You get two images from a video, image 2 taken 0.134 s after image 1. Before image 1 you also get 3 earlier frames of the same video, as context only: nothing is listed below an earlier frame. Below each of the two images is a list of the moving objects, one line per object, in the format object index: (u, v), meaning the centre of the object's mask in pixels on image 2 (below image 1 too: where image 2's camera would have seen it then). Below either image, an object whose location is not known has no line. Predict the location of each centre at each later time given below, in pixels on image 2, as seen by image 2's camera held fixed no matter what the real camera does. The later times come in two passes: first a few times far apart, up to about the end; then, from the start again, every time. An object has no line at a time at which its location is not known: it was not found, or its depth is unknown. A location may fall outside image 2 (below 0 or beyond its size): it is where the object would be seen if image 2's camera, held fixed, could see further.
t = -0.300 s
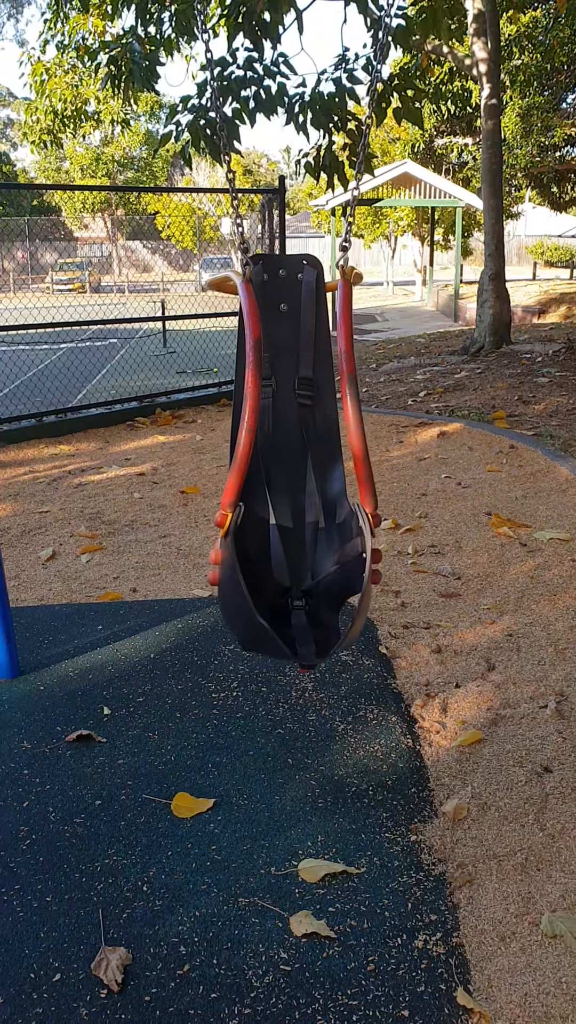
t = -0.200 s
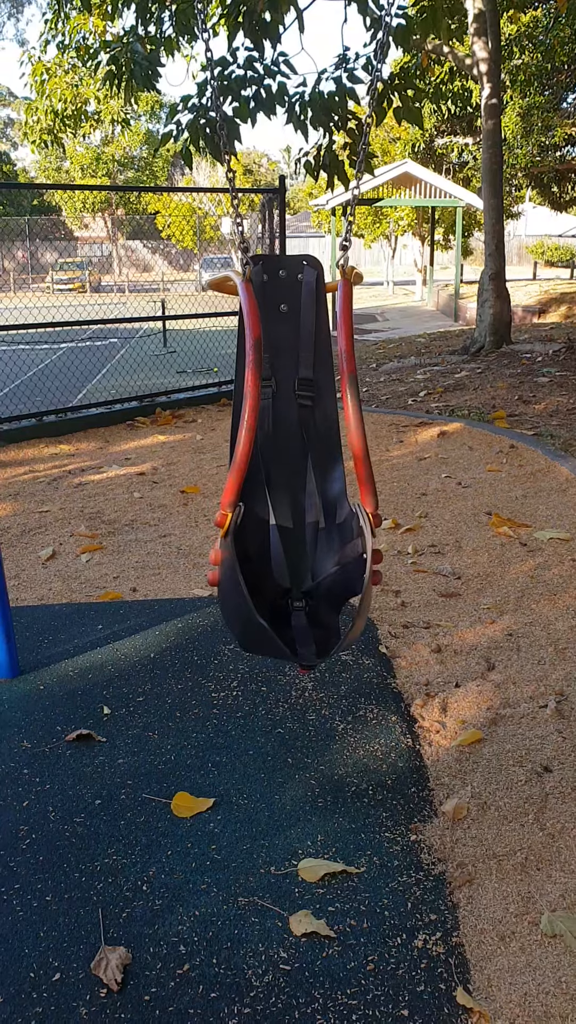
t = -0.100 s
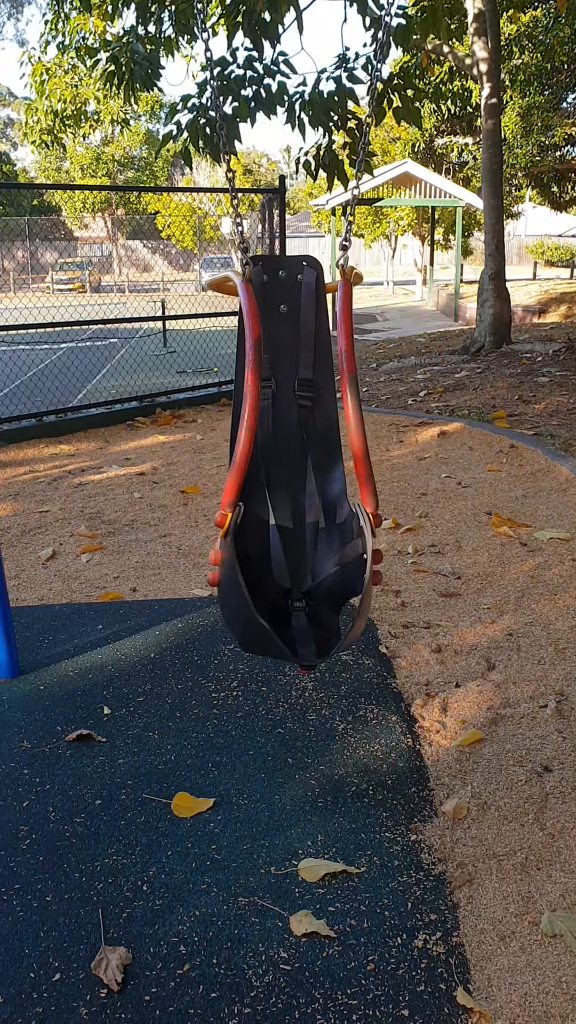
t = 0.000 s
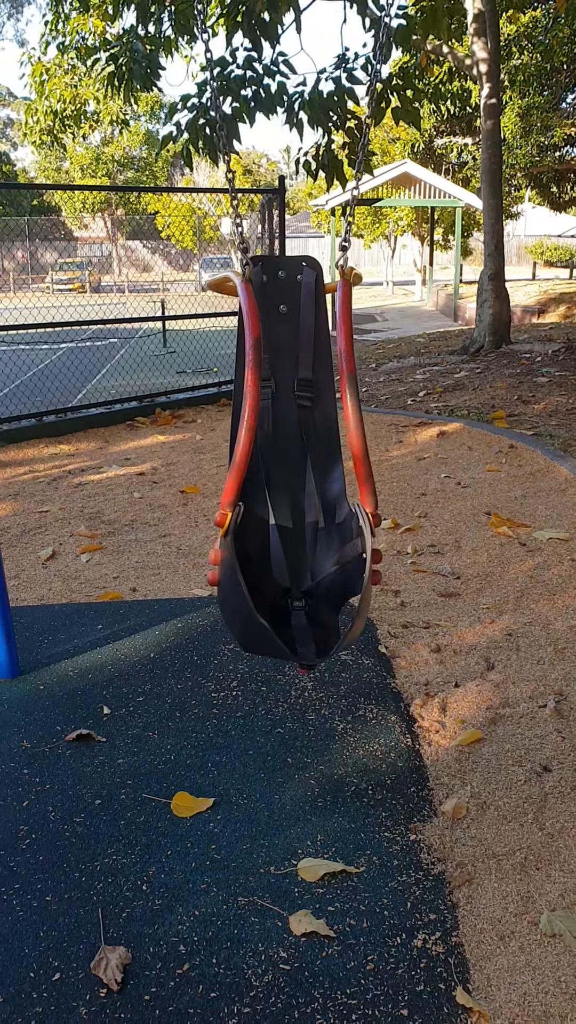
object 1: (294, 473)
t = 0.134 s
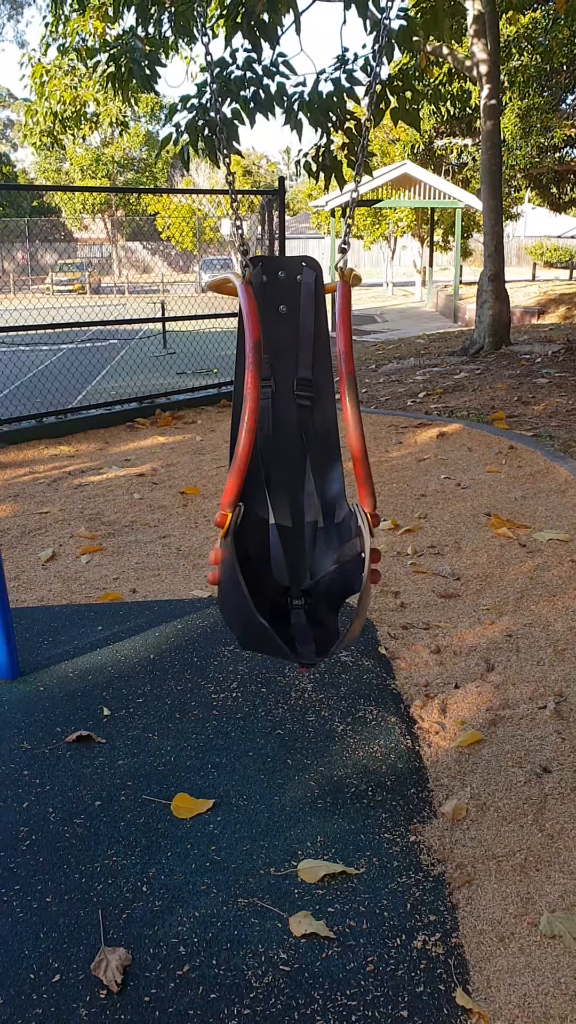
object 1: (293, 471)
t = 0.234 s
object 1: (293, 467)
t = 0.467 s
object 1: (292, 458)
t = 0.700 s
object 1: (291, 445)
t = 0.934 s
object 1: (290, 436)
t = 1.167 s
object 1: (290, 435)
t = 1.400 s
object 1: (290, 442)
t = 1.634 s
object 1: (292, 455)
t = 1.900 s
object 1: (294, 464)
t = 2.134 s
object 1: (295, 469)
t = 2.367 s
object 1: (295, 469)
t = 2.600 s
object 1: (294, 464)
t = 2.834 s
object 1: (293, 456)
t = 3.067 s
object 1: (290, 445)
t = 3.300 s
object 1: (290, 438)
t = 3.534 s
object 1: (290, 440)
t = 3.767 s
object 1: (290, 444)
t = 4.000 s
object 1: (292, 454)
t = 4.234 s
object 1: (293, 462)
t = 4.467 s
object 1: (294, 468)
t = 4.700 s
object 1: (292, 471)
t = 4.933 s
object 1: (293, 464)
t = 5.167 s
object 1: (291, 458)
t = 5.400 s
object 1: (291, 446)
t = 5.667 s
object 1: (290, 439)
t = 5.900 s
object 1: (290, 437)
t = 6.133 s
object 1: (290, 445)
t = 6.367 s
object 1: (291, 456)
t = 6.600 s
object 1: (293, 462)
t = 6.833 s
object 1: (292, 470)
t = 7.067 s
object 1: (292, 470)
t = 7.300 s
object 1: (293, 463)
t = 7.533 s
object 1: (291, 458)
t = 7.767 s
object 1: (290, 447)
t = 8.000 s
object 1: (291, 440)
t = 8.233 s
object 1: (290, 437)
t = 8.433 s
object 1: (290, 444)
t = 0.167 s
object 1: (293, 470)
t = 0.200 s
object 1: (293, 468)
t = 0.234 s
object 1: (293, 467)
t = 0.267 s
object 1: (293, 466)
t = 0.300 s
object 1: (293, 465)
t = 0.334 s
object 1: (292, 464)
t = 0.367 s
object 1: (292, 461)
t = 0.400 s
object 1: (293, 457)
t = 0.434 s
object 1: (293, 456)
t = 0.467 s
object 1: (292, 458)
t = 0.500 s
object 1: (291, 455)
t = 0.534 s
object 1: (292, 451)
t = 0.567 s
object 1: (292, 449)
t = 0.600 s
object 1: (291, 450)
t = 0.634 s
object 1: (291, 448)
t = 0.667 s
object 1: (291, 446)
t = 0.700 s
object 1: (291, 445)
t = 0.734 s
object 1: (290, 444)
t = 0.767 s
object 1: (290, 443)
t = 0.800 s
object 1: (291, 440)
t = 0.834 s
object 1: (290, 438)
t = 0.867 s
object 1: (290, 438)
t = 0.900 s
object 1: (290, 436)
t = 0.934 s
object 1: (290, 436)
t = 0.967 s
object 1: (290, 435)
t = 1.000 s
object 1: (290, 435)
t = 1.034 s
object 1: (290, 435)
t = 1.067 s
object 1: (290, 435)
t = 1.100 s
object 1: (290, 435)
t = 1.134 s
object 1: (290, 435)
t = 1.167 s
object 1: (290, 435)
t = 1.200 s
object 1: (291, 437)
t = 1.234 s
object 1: (291, 438)
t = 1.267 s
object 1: (290, 438)
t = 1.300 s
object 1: (290, 439)
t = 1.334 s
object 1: (290, 440)
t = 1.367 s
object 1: (290, 441)
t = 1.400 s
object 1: (290, 442)
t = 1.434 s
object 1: (291, 444)
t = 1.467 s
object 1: (291, 446)
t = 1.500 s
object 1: (291, 447)
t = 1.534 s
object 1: (291, 448)
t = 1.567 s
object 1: (291, 450)
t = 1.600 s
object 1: (291, 452)
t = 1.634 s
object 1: (292, 455)
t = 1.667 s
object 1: (292, 454)
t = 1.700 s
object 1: (293, 457)
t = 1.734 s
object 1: (293, 458)
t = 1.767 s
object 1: (293, 459)
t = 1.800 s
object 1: (293, 461)
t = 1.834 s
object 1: (294, 462)
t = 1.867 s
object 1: (294, 463)
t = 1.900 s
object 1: (294, 464)
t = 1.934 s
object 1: (294, 465)
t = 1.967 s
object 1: (294, 466)
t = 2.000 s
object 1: (294, 466)
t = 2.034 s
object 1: (294, 467)
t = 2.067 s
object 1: (295, 468)
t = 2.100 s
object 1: (295, 469)
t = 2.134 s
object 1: (295, 469)
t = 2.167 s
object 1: (293, 472)
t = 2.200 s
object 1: (293, 472)
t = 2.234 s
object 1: (293, 472)
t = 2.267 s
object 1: (293, 472)
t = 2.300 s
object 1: (293, 472)
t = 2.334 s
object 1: (295, 469)
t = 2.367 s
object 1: (295, 469)
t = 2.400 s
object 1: (295, 469)
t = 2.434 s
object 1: (294, 469)
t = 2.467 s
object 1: (294, 468)
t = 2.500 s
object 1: (294, 467)
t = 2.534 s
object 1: (294, 466)
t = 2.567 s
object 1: (294, 465)
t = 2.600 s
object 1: (294, 464)
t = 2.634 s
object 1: (294, 464)
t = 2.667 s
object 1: (294, 463)
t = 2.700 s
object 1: (293, 461)
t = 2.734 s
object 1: (291, 460)
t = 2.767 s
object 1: (292, 457)
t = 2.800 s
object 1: (291, 459)
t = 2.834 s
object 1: (293, 456)
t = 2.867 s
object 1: (291, 454)
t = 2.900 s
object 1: (291, 451)
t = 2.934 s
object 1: (291, 451)
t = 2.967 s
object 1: (291, 449)
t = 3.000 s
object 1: (290, 448)
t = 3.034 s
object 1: (290, 446)
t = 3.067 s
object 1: (290, 445)
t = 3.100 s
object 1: (290, 444)
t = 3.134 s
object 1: (290, 443)
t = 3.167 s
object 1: (290, 441)
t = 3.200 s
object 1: (290, 440)
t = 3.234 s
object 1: (290, 437)
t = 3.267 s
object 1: (290, 439)
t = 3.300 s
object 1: (290, 438)
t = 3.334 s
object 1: (290, 438)
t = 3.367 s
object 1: (290, 438)
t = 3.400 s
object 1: (290, 438)
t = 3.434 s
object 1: (290, 437)
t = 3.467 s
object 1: (290, 439)
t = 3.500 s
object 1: (290, 438)
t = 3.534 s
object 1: (290, 440)
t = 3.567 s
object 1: (290, 440)
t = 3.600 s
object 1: (290, 439)
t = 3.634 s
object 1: (290, 439)
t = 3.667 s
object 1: (290, 440)
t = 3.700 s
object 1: (290, 441)
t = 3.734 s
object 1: (290, 442)
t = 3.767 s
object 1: (290, 444)
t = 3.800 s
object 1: (291, 446)
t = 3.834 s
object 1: (291, 447)
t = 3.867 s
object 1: (291, 447)
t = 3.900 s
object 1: (291, 450)
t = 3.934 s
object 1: (291, 450)
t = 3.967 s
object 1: (291, 452)
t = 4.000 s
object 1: (292, 454)
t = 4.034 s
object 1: (292, 455)
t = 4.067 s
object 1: (293, 456)
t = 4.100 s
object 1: (292, 459)
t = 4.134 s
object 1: (292, 460)
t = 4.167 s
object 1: (292, 459)
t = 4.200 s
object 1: (293, 461)
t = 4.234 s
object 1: (293, 462)
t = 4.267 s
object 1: (293, 463)
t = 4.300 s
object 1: (294, 464)
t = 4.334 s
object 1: (294, 465)
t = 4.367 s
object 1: (294, 466)
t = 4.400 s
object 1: (294, 466)
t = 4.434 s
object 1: (294, 467)
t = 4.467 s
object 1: (294, 468)
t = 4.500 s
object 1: (294, 468)
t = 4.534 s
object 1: (294, 468)
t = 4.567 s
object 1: (294, 468)
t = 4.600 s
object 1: (294, 468)
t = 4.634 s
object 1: (294, 468)
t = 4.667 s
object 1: (294, 468)
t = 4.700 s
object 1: (292, 471)
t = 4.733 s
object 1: (294, 468)
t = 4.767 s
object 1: (294, 468)
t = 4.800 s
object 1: (294, 467)
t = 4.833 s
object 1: (294, 467)
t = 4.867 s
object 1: (293, 466)
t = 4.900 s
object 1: (293, 465)
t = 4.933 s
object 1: (293, 464)
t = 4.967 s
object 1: (293, 463)
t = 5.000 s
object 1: (293, 462)
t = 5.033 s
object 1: (292, 463)
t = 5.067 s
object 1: (292, 461)
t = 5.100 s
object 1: (291, 460)
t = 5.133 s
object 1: (291, 459)
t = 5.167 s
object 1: (291, 458)
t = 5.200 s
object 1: (291, 457)
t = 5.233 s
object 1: (291, 456)
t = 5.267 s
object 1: (291, 454)
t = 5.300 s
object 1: (290, 451)
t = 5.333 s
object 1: (291, 449)
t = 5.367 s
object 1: (291, 448)
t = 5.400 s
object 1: (291, 446)
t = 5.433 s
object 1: (290, 445)
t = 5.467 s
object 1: (290, 444)
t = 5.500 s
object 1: (291, 440)
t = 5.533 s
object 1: (291, 439)
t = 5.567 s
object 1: (290, 440)
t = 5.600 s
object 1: (290, 438)
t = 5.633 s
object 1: (290, 437)
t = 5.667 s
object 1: (290, 439)
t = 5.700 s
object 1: (290, 437)
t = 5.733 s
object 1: (290, 438)
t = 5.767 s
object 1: (290, 438)
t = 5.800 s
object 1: (290, 438)
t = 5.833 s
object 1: (290, 438)
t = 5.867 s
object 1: (290, 437)
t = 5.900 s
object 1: (290, 437)
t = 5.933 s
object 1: (290, 439)
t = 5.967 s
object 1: (290, 440)
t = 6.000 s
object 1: (290, 441)
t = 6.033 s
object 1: (290, 441)
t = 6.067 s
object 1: (290, 442)
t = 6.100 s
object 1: (290, 444)
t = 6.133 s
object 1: (290, 445)
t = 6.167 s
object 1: (290, 446)
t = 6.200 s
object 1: (290, 447)
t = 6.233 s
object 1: (290, 448)
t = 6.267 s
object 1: (290, 450)
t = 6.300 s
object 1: (290, 451)
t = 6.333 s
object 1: (291, 455)
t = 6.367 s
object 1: (291, 456)
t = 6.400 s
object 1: (291, 457)
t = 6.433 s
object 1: (291, 458)
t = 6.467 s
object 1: (291, 458)
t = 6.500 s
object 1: (292, 460)
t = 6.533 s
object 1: (292, 462)
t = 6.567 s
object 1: (293, 461)
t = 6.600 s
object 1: (293, 462)
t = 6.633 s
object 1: (293, 463)
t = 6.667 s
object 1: (293, 464)
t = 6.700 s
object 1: (292, 467)
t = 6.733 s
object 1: (292, 468)
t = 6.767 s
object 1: (292, 469)
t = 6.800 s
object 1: (292, 469)
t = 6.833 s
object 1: (292, 470)
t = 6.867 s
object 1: (292, 470)
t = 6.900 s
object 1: (292, 470)
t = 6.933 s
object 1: (292, 470)
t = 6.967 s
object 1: (292, 471)
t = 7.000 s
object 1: (292, 470)
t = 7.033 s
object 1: (292, 470)
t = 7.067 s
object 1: (292, 470)
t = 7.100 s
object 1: (292, 470)
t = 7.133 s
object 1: (292, 469)
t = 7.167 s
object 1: (292, 469)
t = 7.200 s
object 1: (292, 468)
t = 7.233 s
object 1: (292, 467)
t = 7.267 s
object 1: (292, 466)
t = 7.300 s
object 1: (293, 463)
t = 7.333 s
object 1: (293, 462)
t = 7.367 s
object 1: (293, 461)
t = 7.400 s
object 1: (293, 460)
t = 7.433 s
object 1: (292, 461)
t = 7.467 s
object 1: (291, 460)
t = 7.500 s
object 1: (291, 459)
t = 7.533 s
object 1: (291, 458)
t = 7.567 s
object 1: (291, 456)
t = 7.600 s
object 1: (292, 453)
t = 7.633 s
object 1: (291, 454)
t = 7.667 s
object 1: (291, 452)
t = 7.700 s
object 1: (290, 449)
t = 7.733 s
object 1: (290, 448)
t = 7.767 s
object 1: (290, 447)
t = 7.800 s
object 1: (290, 445)
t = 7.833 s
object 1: (290, 444)
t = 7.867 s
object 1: (290, 443)
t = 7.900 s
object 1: (290, 442)
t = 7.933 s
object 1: (290, 441)
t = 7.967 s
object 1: (290, 443)
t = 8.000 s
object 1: (291, 440)
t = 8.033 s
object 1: (290, 438)
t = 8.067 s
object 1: (290, 439)
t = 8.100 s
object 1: (290, 437)
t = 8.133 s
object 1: (290, 438)
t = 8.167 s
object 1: (290, 439)
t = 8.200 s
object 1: (290, 439)
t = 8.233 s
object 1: (290, 437)
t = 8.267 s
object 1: (290, 438)
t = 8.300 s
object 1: (290, 440)
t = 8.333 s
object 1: (291, 442)
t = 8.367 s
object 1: (290, 441)
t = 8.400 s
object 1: (290, 442)
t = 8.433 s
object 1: (290, 444)
